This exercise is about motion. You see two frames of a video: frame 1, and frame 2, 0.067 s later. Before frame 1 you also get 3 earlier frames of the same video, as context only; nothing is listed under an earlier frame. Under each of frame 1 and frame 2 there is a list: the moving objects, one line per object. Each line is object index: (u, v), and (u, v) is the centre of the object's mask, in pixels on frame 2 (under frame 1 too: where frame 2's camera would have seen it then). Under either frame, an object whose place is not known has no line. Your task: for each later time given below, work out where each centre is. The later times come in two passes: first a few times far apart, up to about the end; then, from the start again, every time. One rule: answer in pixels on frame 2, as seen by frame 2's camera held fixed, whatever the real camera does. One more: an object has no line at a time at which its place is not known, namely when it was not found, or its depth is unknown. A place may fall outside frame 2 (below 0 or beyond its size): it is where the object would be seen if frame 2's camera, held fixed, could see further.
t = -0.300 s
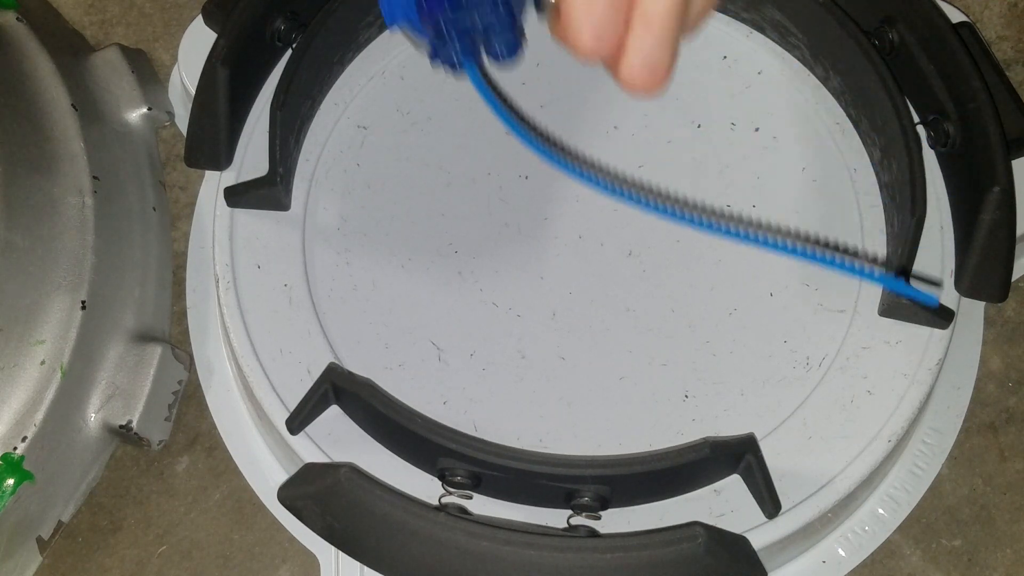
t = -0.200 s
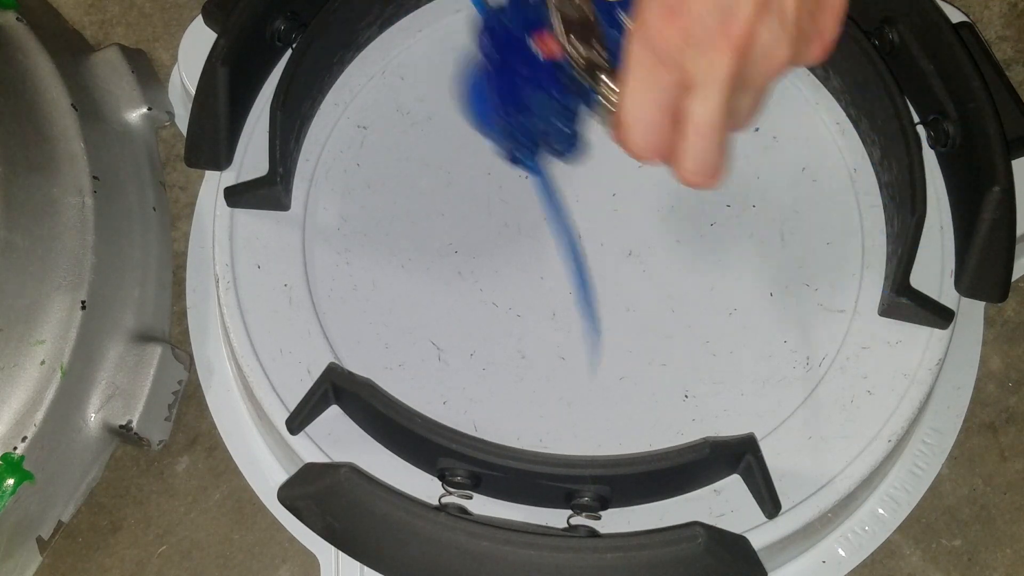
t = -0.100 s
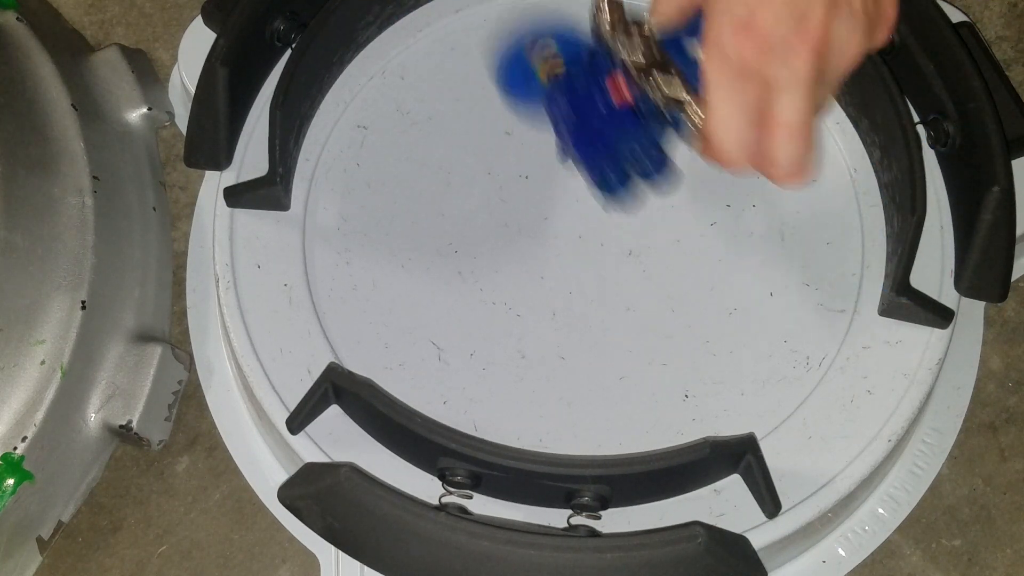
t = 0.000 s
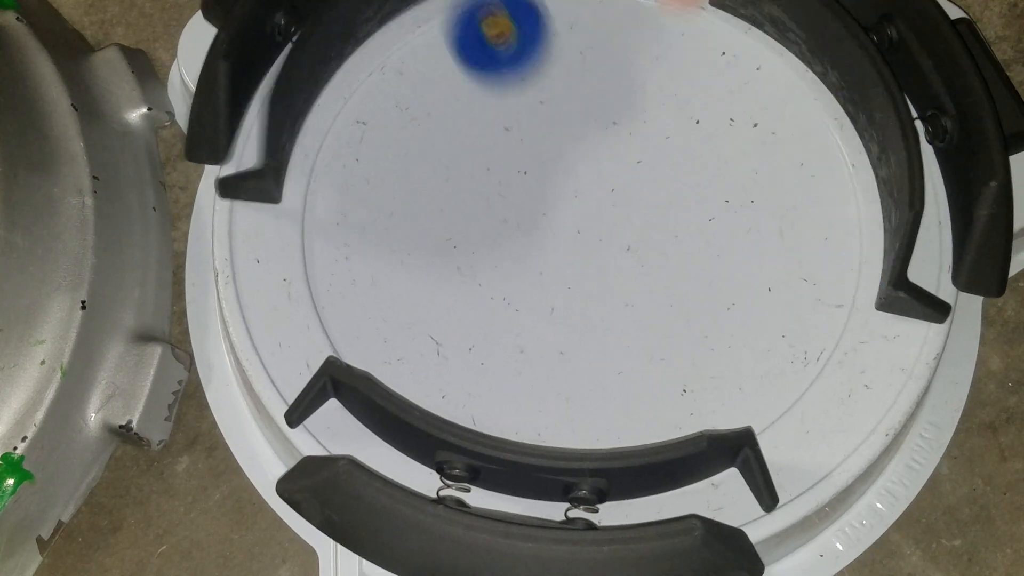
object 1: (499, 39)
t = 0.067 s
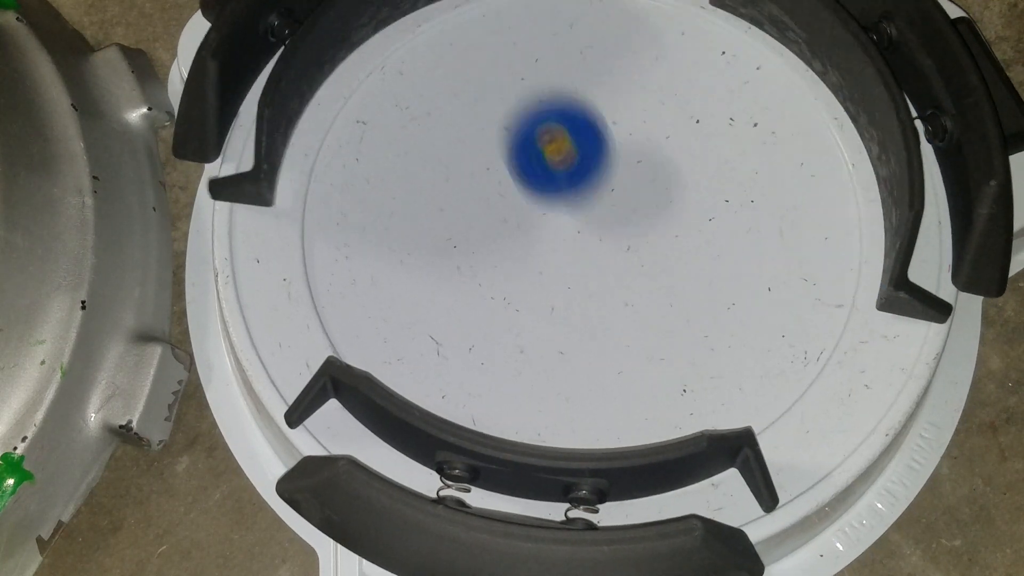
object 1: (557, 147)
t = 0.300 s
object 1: (714, 344)
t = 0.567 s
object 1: (781, 291)
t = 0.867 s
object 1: (756, 230)
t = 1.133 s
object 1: (688, 240)
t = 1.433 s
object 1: (623, 279)
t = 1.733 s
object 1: (582, 344)
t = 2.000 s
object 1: (578, 321)
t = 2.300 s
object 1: (561, 282)
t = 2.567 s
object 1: (494, 241)
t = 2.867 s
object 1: (455, 225)
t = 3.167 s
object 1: (495, 206)
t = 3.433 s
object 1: (521, 186)
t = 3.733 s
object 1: (545, 173)
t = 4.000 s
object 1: (570, 163)
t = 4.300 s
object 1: (602, 163)
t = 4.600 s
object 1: (628, 174)
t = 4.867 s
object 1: (640, 191)
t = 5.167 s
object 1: (644, 215)
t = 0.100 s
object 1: (584, 199)
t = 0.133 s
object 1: (611, 244)
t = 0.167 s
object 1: (636, 281)
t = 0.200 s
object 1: (659, 309)
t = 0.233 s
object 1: (681, 329)
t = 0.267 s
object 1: (699, 340)
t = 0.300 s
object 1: (714, 344)
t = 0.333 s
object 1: (729, 344)
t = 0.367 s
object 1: (743, 341)
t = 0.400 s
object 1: (755, 336)
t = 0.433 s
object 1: (764, 329)
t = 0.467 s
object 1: (771, 320)
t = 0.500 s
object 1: (776, 310)
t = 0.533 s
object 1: (779, 301)
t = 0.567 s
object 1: (781, 291)
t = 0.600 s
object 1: (782, 282)
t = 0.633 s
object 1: (781, 273)
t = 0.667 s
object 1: (780, 263)
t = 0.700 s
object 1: (777, 255)
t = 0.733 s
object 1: (774, 248)
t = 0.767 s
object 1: (770, 241)
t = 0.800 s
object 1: (767, 235)
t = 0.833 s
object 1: (762, 232)
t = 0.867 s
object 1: (756, 230)
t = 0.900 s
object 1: (749, 230)
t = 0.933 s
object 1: (742, 231)
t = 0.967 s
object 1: (733, 232)
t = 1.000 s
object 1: (724, 233)
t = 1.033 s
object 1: (715, 235)
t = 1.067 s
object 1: (705, 237)
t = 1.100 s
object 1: (696, 238)
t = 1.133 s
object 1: (688, 240)
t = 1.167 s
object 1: (680, 241)
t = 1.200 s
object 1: (673, 242)
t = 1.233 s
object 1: (667, 243)
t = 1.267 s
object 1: (663, 245)
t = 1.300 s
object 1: (659, 248)
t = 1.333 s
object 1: (651, 254)
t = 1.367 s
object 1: (641, 262)
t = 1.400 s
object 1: (631, 271)
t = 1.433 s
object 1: (623, 279)
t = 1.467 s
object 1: (615, 287)
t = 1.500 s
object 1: (609, 295)
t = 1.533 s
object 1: (604, 303)
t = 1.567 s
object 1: (598, 311)
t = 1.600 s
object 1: (594, 318)
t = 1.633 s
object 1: (590, 325)
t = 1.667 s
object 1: (587, 332)
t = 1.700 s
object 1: (584, 339)
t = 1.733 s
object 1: (582, 344)
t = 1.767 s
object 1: (583, 346)
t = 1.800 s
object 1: (585, 346)
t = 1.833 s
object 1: (585, 344)
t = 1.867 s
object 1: (585, 340)
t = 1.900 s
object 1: (584, 336)
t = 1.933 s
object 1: (582, 331)
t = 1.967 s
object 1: (580, 326)
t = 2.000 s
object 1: (578, 321)
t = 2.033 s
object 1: (575, 316)
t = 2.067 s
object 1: (573, 310)
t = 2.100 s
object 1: (571, 305)
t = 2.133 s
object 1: (569, 300)
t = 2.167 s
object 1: (568, 296)
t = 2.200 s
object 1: (566, 291)
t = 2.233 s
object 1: (565, 288)
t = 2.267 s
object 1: (563, 285)
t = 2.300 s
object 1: (561, 282)
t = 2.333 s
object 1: (559, 280)
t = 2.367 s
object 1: (552, 276)
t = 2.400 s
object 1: (543, 270)
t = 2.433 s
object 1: (532, 262)
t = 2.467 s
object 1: (522, 256)
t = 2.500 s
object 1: (513, 250)
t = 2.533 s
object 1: (503, 246)
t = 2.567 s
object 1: (494, 241)
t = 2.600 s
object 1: (485, 237)
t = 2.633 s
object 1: (477, 234)
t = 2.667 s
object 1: (469, 231)
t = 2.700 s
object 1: (461, 229)
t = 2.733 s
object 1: (454, 227)
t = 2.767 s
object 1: (450, 227)
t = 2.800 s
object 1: (450, 227)
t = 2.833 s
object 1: (452, 226)
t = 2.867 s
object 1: (455, 225)
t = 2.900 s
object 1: (459, 224)
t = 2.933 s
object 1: (462, 222)
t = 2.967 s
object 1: (467, 221)
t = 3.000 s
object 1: (471, 219)
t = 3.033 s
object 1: (476, 216)
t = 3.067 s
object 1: (481, 214)
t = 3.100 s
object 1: (486, 211)
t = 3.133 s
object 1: (490, 208)
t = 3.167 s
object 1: (495, 206)
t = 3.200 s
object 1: (500, 203)
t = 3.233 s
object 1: (504, 201)
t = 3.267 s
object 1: (508, 198)
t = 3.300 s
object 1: (511, 195)
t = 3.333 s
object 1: (514, 193)
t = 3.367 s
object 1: (517, 191)
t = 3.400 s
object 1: (519, 188)
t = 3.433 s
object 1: (521, 186)
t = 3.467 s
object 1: (523, 184)
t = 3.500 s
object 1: (526, 182)
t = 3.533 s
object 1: (528, 180)
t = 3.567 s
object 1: (531, 179)
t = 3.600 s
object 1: (534, 178)
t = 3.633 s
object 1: (537, 176)
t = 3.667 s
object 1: (539, 175)
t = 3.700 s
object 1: (542, 174)
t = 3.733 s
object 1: (545, 173)
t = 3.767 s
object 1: (548, 171)
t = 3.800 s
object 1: (551, 170)
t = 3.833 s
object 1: (554, 169)
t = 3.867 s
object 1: (557, 168)
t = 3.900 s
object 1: (561, 166)
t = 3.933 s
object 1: (564, 165)
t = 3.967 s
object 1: (567, 164)
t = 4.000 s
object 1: (570, 163)
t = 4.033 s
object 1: (574, 163)
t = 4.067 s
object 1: (577, 162)
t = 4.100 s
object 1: (581, 161)
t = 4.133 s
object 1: (584, 161)
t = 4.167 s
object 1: (588, 161)
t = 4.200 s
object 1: (591, 162)
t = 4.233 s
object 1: (595, 162)
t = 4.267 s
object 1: (598, 162)
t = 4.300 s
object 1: (602, 163)
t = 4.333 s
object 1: (605, 163)
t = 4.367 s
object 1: (609, 164)
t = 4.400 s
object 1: (612, 165)
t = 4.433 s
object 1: (615, 166)
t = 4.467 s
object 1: (618, 167)
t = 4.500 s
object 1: (621, 169)
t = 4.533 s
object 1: (623, 170)
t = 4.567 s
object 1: (626, 172)
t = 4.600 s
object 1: (628, 174)
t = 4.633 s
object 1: (630, 175)
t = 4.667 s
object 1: (632, 177)
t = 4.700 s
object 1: (634, 179)
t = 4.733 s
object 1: (636, 181)
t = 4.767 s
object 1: (637, 183)
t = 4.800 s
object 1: (639, 186)
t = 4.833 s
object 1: (640, 188)
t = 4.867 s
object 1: (640, 191)
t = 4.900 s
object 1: (641, 193)
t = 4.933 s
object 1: (642, 196)
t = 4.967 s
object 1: (642, 199)
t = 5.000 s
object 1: (643, 201)
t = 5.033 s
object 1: (643, 204)
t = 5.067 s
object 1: (644, 207)
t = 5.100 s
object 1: (644, 209)
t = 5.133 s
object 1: (644, 212)
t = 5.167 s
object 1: (644, 215)
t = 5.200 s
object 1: (644, 218)
